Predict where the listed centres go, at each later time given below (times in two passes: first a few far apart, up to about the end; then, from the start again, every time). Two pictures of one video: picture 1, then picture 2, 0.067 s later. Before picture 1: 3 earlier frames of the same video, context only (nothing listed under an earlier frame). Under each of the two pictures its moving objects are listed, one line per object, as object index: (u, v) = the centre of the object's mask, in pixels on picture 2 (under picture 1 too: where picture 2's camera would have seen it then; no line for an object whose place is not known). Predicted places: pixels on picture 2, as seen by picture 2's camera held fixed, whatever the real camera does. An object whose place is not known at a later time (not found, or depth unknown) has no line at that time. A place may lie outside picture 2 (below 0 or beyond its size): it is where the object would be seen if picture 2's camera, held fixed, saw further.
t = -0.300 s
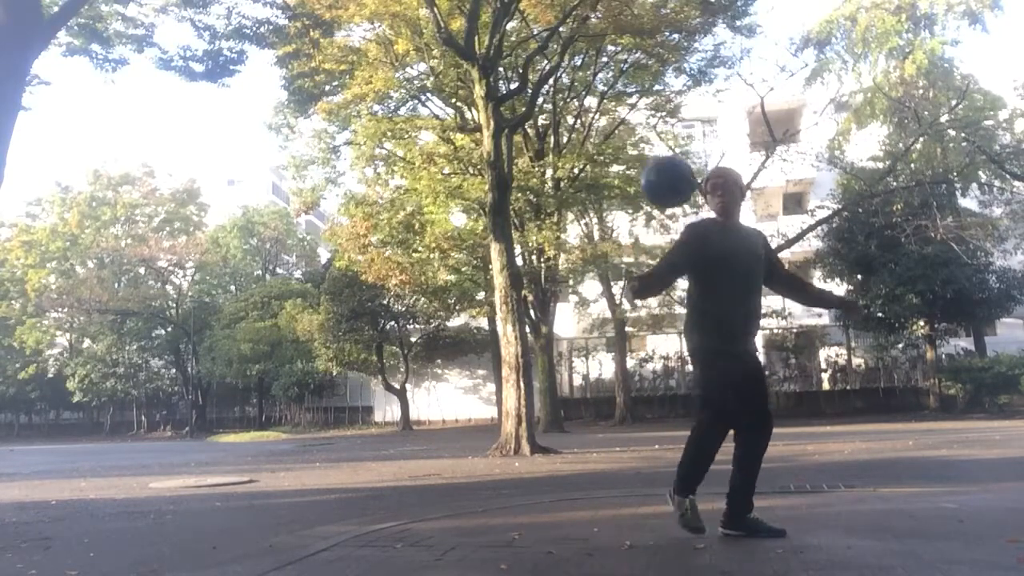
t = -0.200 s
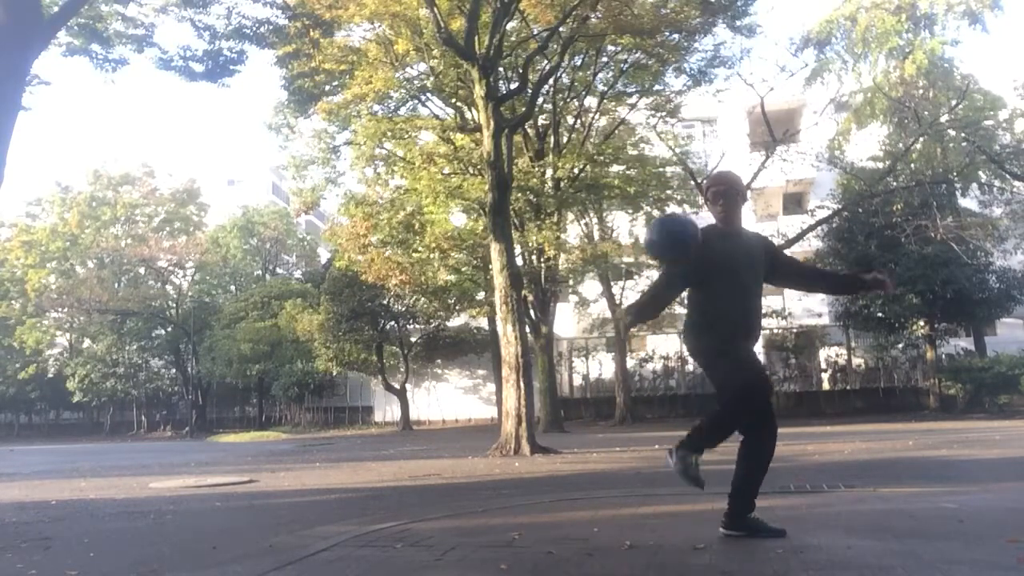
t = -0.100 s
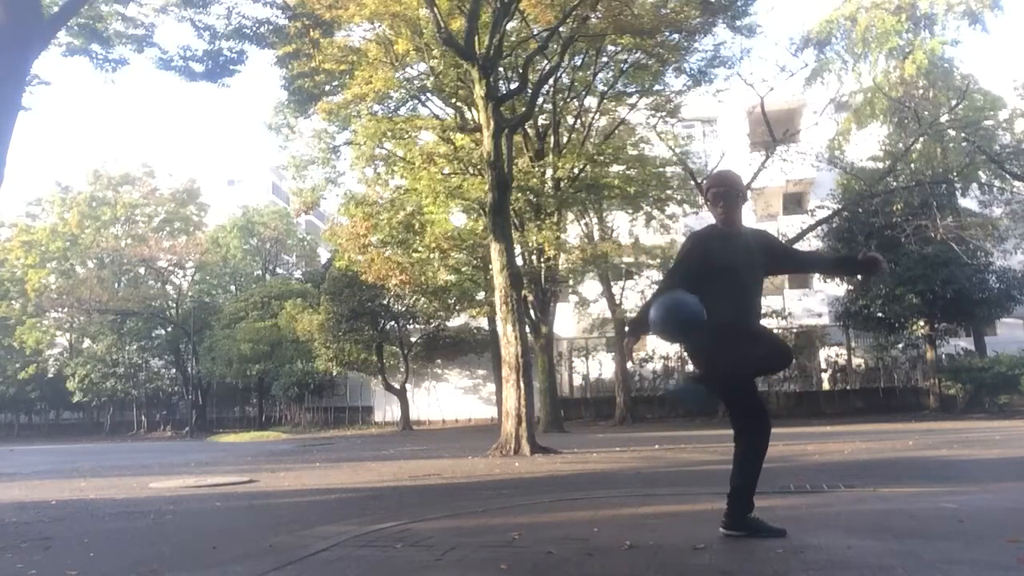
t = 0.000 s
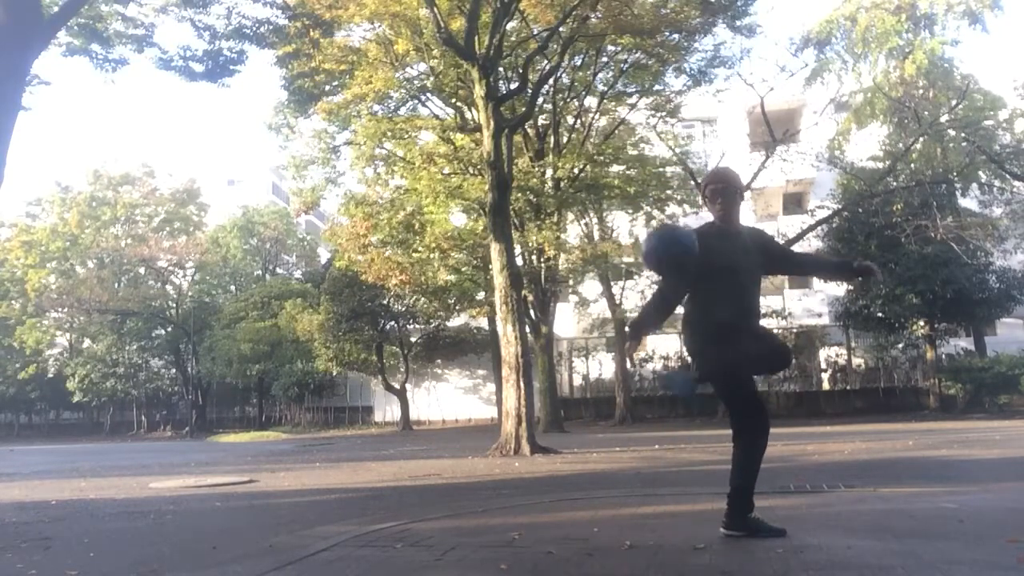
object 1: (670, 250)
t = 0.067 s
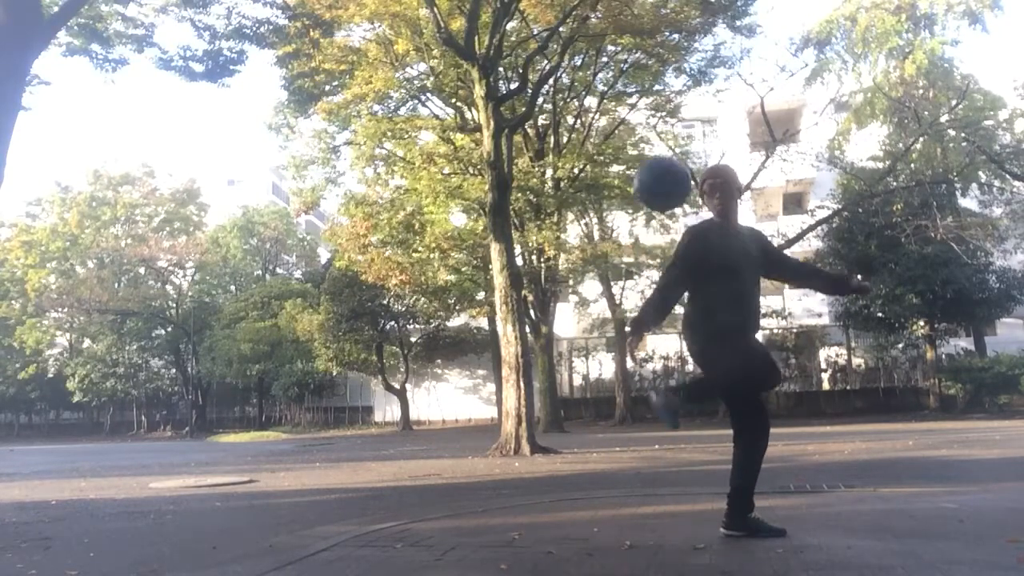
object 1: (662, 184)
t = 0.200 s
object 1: (650, 89)
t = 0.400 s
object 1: (637, 31)
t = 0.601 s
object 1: (630, 69)
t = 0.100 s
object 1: (659, 156)
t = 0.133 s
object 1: (656, 131)
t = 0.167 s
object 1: (653, 109)
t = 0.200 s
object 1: (650, 89)
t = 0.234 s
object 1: (647, 72)
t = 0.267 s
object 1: (645, 59)
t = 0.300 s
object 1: (643, 48)
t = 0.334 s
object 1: (641, 40)
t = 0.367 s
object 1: (639, 34)
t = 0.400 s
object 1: (637, 31)
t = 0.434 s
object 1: (636, 31)
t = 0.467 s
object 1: (634, 33)
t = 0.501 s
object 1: (633, 37)
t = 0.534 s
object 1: (631, 45)
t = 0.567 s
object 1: (631, 55)
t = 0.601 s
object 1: (630, 69)
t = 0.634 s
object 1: (629, 85)
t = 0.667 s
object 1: (629, 104)
